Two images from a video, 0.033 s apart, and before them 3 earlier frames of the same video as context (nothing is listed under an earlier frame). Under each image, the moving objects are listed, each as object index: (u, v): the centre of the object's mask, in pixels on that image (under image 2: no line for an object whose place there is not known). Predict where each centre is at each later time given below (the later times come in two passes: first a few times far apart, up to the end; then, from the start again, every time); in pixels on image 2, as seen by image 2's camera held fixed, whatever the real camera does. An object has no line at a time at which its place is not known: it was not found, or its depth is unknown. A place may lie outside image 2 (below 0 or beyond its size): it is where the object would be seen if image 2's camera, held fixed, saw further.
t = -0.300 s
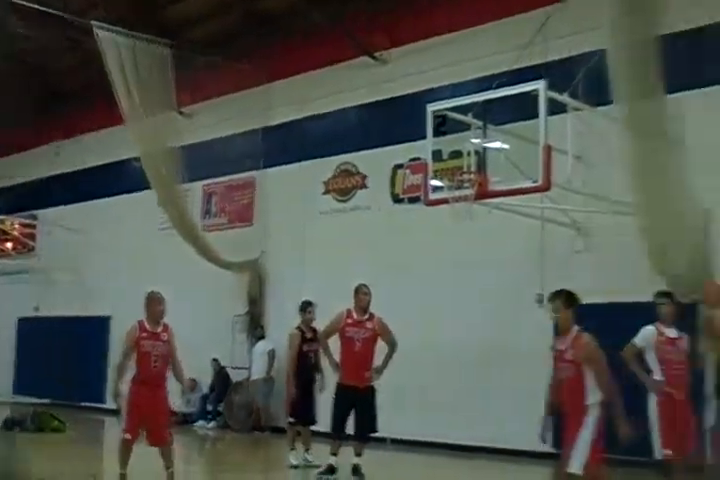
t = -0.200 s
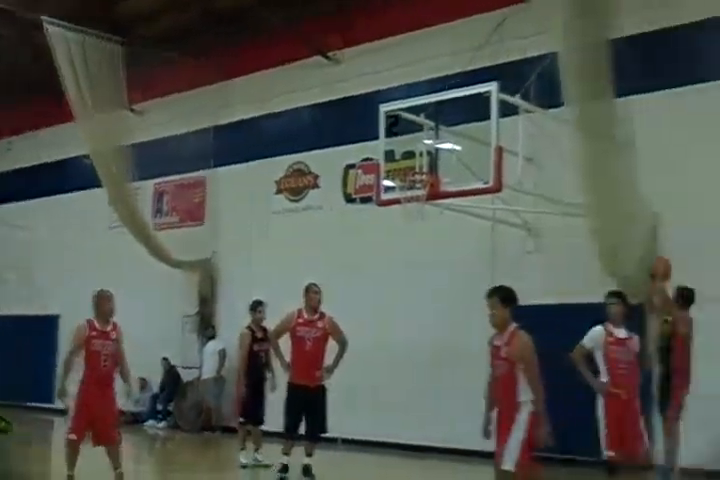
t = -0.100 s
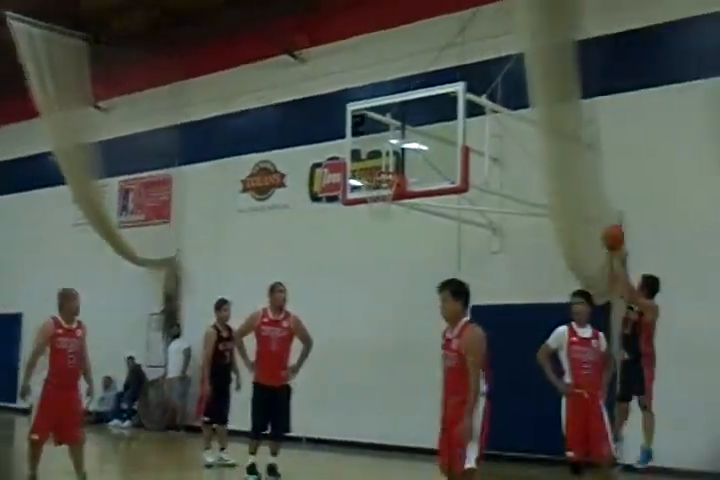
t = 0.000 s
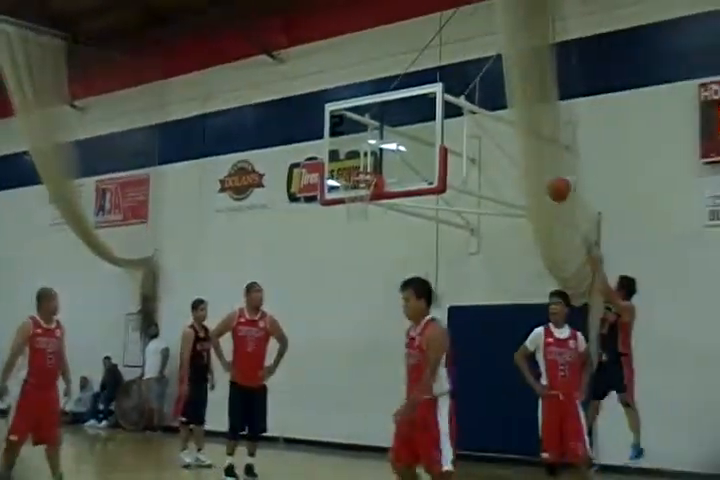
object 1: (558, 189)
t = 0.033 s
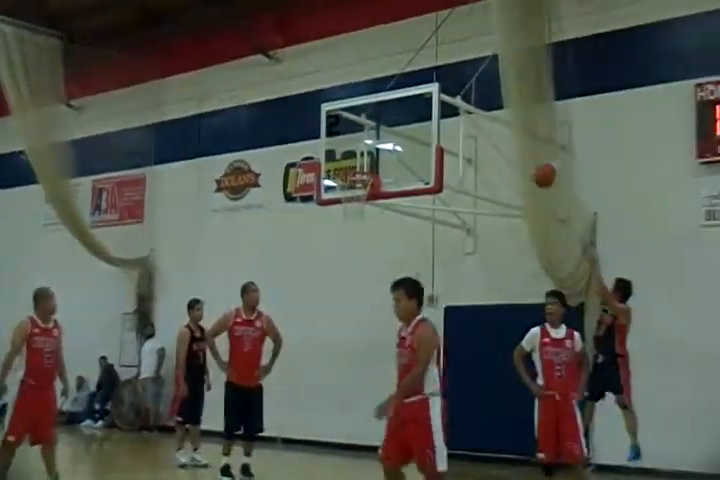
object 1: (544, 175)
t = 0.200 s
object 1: (492, 126)
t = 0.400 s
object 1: (434, 105)
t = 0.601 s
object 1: (379, 123)
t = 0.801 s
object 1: (338, 165)
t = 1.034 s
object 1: (340, 140)
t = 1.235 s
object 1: (343, 165)
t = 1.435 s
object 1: (335, 168)
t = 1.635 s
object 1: (313, 198)
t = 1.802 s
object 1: (298, 234)
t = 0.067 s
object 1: (535, 164)
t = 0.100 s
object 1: (525, 152)
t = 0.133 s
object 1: (513, 141)
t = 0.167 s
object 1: (503, 134)
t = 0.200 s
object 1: (492, 126)
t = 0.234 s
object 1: (483, 121)
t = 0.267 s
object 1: (473, 115)
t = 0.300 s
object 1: (463, 111)
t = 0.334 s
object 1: (456, 108)
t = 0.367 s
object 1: (443, 104)
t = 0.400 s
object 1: (434, 105)
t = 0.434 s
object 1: (425, 105)
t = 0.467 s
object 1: (416, 106)
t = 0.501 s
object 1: (409, 108)
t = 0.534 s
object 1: (397, 109)
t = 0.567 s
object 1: (389, 116)
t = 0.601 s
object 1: (379, 123)
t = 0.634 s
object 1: (372, 132)
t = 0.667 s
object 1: (363, 138)
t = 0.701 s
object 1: (354, 145)
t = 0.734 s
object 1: (346, 154)
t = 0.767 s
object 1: (338, 165)
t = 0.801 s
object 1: (338, 165)
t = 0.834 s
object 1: (338, 154)
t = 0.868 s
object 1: (337, 151)
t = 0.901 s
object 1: (340, 144)
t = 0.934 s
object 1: (340, 142)
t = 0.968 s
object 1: (340, 142)
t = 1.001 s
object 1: (340, 140)
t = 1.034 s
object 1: (340, 140)
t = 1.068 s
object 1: (340, 141)
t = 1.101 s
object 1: (342, 142)
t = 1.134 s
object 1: (342, 143)
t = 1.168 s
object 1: (343, 145)
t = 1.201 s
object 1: (342, 161)
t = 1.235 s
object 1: (343, 165)
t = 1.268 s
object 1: (341, 168)
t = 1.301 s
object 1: (340, 167)
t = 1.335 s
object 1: (336, 168)
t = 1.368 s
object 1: (336, 168)
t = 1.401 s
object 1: (336, 168)
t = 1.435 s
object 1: (335, 168)
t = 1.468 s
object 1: (334, 171)
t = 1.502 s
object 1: (333, 173)
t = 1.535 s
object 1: (324, 185)
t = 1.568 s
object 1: (322, 186)
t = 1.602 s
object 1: (317, 182)
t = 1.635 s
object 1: (313, 198)
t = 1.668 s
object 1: (312, 201)
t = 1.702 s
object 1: (308, 207)
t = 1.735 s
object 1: (305, 216)
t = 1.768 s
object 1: (302, 224)
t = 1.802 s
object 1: (298, 234)
